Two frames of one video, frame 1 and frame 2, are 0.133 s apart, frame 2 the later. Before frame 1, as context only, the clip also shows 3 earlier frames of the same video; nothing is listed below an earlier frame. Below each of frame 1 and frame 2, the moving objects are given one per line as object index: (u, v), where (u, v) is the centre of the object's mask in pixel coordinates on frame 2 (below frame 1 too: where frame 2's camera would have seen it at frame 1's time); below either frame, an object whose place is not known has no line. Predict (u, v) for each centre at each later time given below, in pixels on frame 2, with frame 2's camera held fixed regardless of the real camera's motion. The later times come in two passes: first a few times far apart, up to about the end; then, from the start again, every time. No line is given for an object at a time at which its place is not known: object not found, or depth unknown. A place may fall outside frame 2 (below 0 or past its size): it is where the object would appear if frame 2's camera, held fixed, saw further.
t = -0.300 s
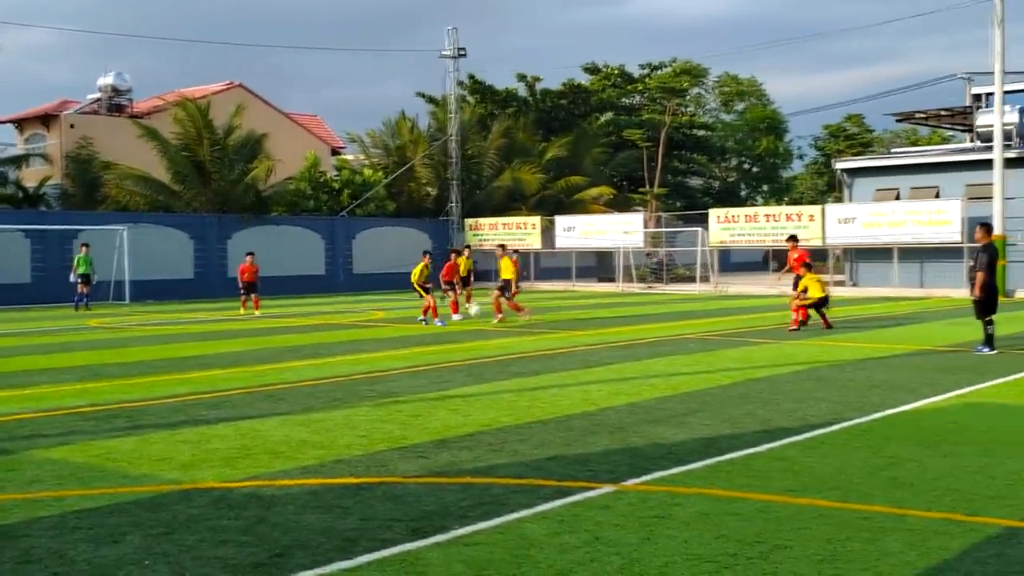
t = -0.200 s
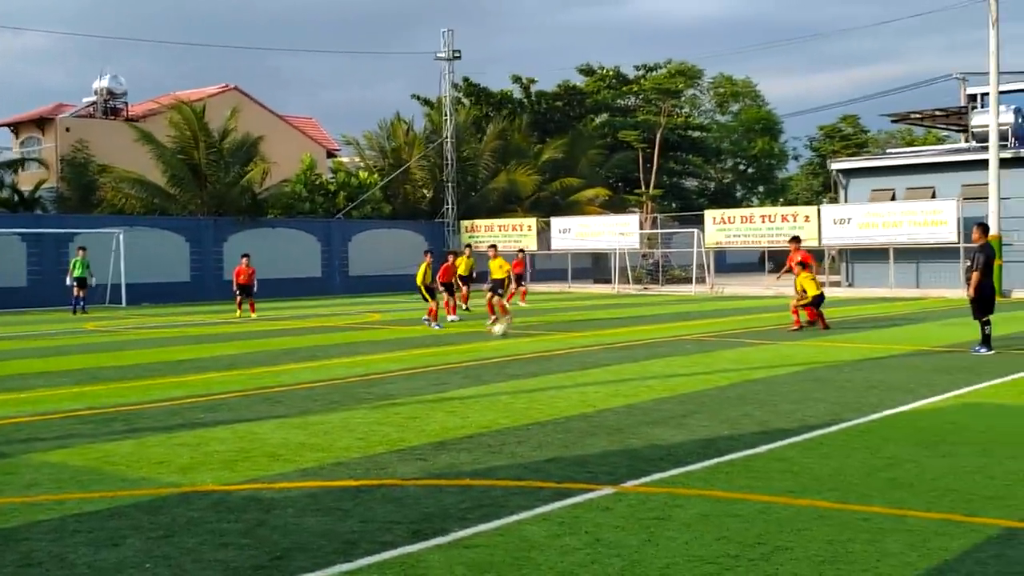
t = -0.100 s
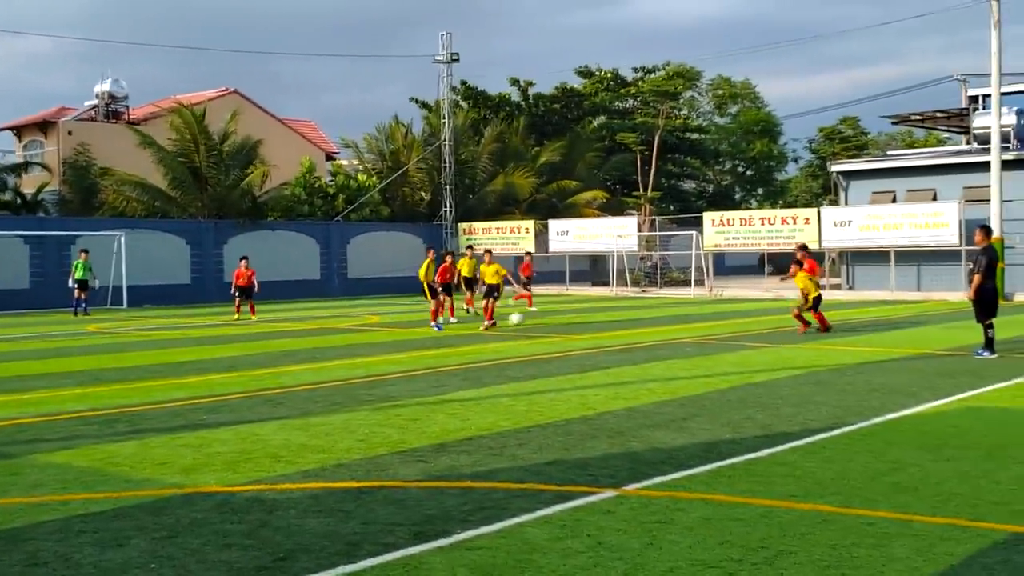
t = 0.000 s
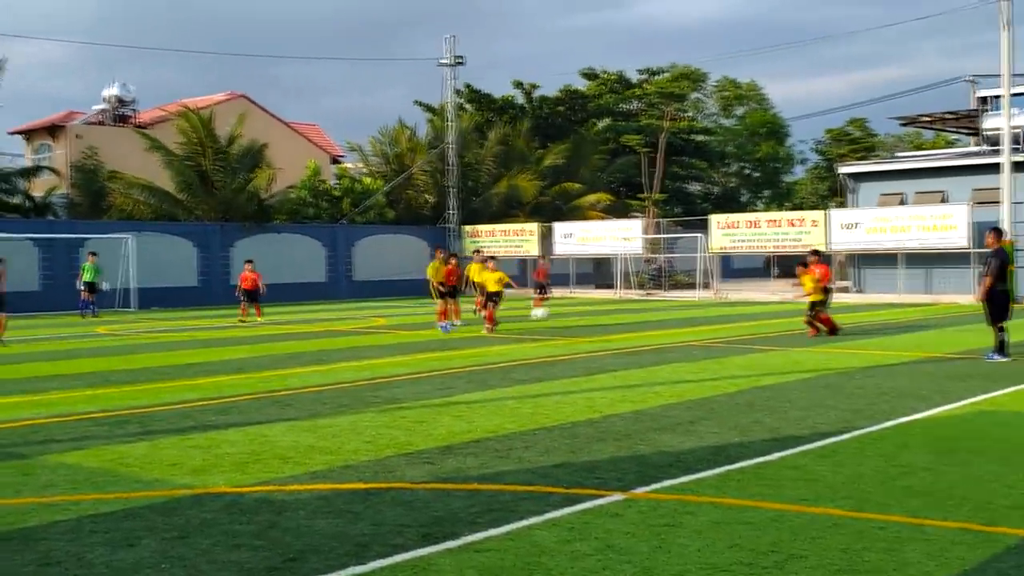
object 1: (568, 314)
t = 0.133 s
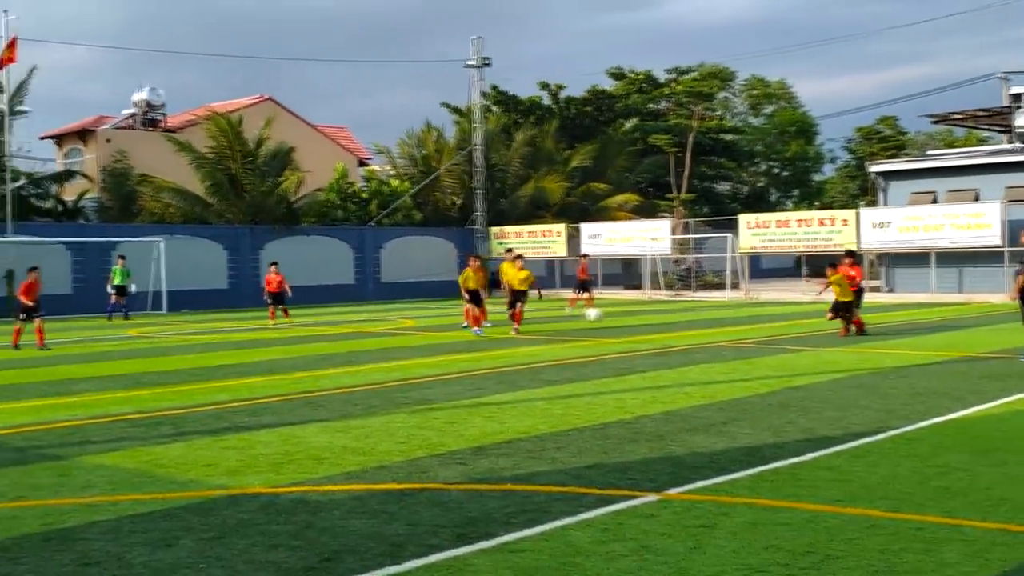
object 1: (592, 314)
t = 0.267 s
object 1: (619, 326)
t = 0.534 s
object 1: (674, 333)
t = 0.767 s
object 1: (724, 351)
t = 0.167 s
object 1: (600, 315)
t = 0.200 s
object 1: (607, 319)
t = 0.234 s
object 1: (611, 322)
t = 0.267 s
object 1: (619, 326)
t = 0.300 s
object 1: (626, 331)
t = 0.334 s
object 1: (633, 337)
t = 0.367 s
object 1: (639, 343)
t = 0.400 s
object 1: (646, 342)
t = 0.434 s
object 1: (654, 338)
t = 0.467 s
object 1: (660, 336)
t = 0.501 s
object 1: (667, 334)
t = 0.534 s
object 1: (674, 333)
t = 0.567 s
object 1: (682, 332)
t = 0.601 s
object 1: (688, 333)
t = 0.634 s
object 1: (696, 334)
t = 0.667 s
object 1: (703, 337)
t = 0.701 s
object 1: (710, 340)
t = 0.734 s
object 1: (717, 345)
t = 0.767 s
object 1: (724, 351)
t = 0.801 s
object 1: (731, 350)
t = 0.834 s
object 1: (738, 348)
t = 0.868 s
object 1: (745, 347)
